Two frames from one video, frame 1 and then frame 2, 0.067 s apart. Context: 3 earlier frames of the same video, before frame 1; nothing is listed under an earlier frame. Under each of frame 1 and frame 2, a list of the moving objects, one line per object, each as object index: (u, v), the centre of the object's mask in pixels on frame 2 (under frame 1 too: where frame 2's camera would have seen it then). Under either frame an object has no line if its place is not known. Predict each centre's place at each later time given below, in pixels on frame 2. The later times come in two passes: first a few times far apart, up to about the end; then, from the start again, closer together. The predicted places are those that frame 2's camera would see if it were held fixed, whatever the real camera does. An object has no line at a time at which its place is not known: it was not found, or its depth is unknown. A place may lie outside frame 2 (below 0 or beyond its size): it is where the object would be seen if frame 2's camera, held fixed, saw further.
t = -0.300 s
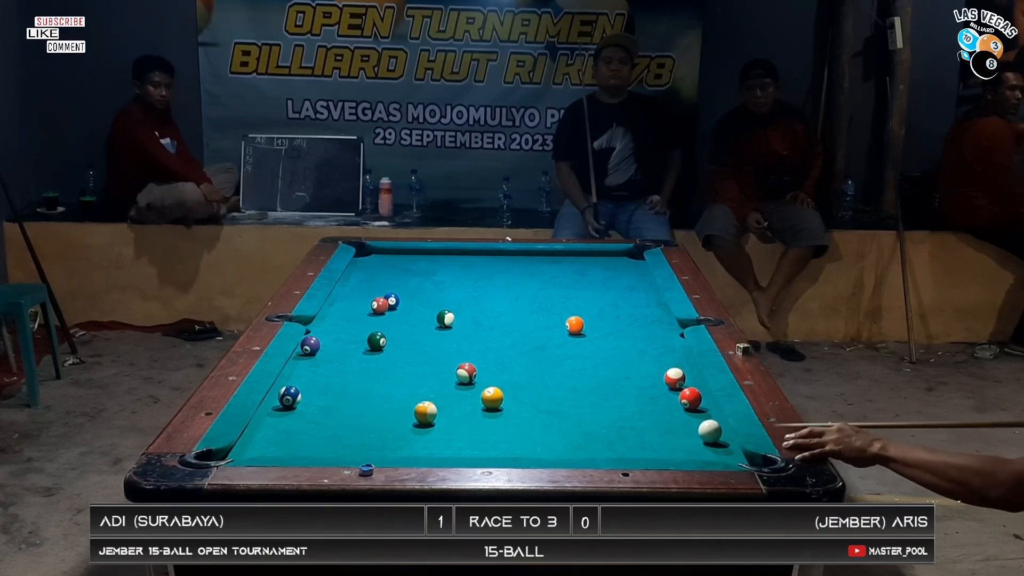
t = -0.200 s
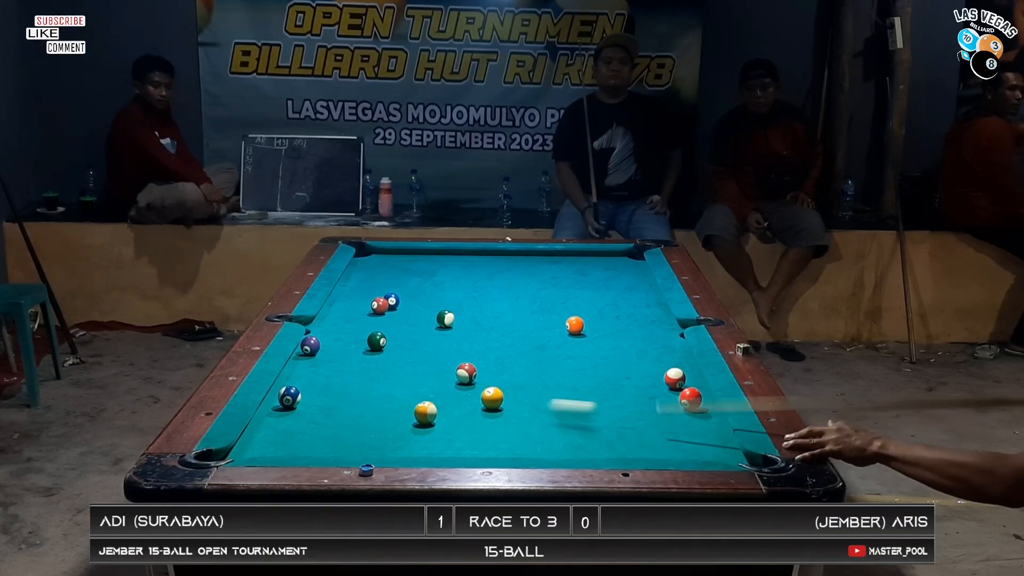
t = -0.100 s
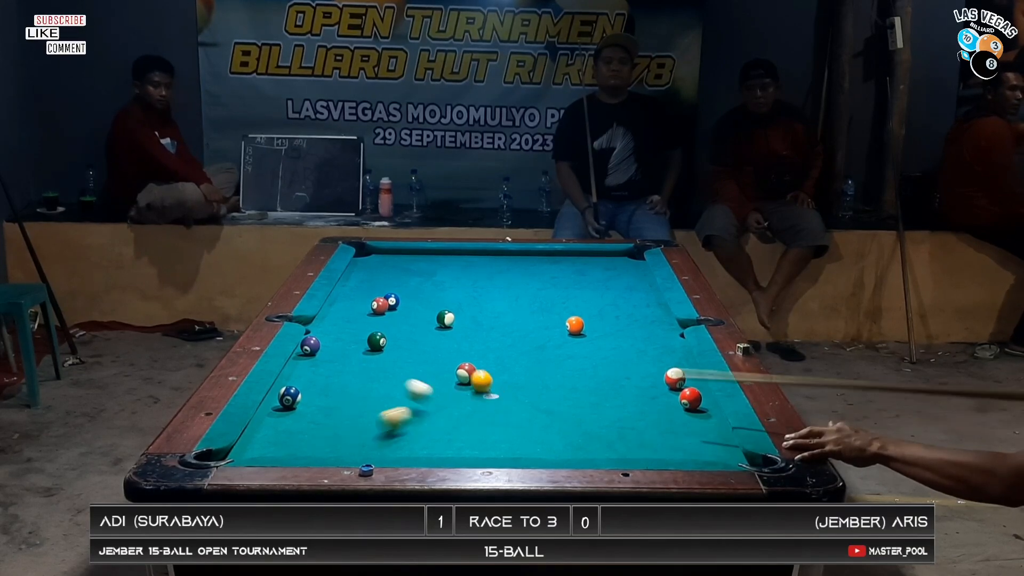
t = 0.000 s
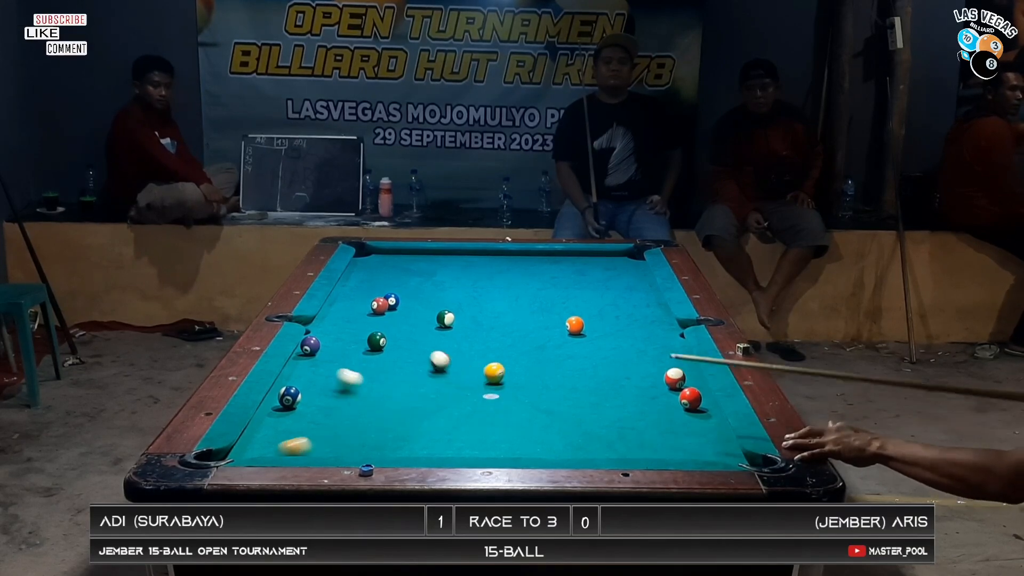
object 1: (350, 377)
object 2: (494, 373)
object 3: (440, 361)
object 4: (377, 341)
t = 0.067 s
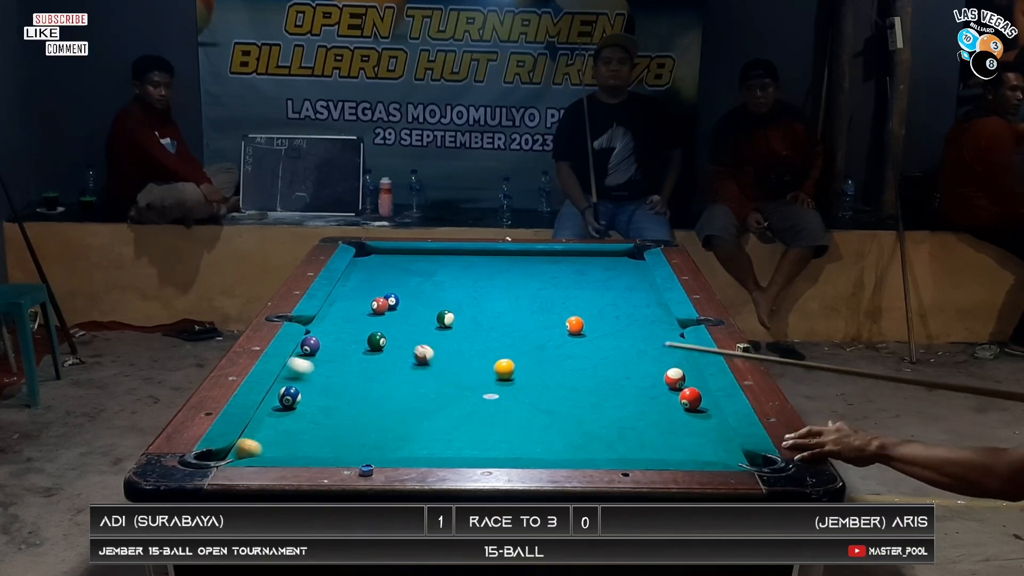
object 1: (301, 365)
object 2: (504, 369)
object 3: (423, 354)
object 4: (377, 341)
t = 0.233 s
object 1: (396, 351)
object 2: (528, 360)
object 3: (398, 337)
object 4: (368, 340)
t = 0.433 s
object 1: (481, 334)
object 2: (554, 351)
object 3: (399, 326)
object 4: (331, 337)
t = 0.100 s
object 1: (310, 360)
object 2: (509, 367)
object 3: (416, 351)
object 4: (377, 341)
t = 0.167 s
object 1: (357, 356)
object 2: (519, 364)
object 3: (401, 345)
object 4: (377, 341)
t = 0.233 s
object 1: (396, 351)
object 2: (528, 360)
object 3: (398, 337)
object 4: (368, 340)
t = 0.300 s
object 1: (427, 345)
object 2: (537, 357)
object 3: (398, 335)
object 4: (354, 339)
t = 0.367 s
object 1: (454, 339)
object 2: (546, 354)
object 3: (399, 331)
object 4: (342, 338)
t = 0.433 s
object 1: (481, 334)
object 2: (554, 351)
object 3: (399, 326)
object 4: (331, 337)
